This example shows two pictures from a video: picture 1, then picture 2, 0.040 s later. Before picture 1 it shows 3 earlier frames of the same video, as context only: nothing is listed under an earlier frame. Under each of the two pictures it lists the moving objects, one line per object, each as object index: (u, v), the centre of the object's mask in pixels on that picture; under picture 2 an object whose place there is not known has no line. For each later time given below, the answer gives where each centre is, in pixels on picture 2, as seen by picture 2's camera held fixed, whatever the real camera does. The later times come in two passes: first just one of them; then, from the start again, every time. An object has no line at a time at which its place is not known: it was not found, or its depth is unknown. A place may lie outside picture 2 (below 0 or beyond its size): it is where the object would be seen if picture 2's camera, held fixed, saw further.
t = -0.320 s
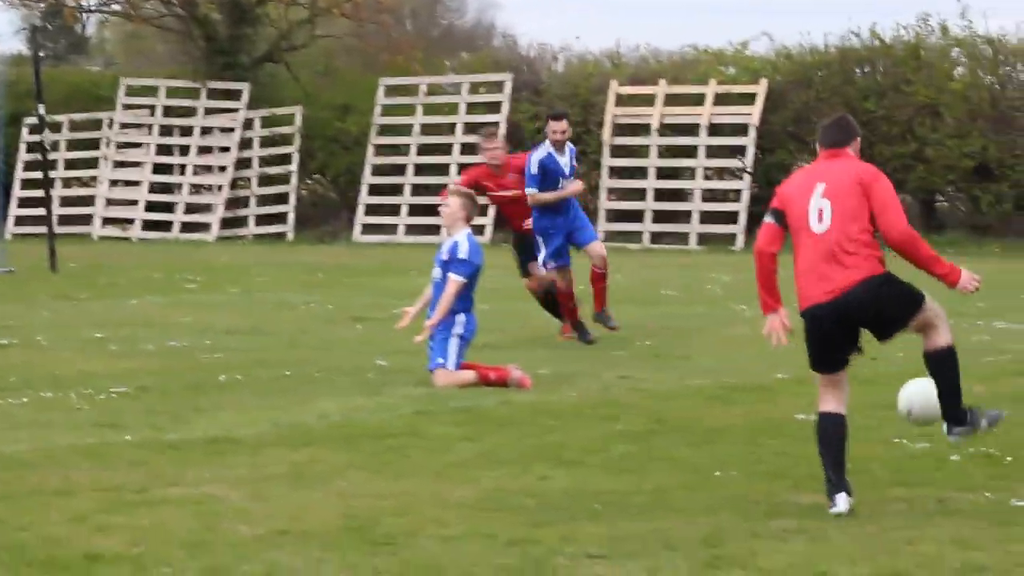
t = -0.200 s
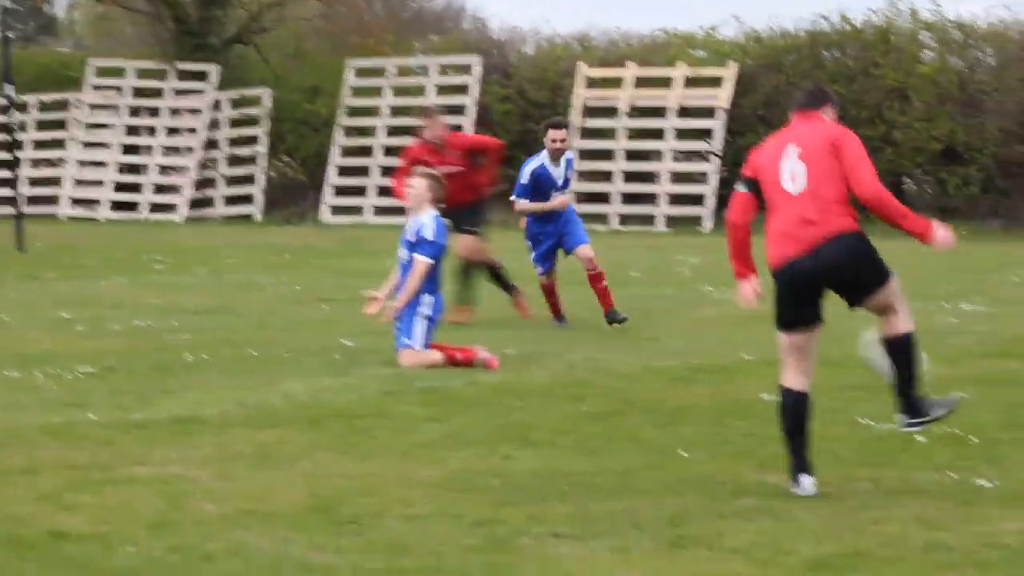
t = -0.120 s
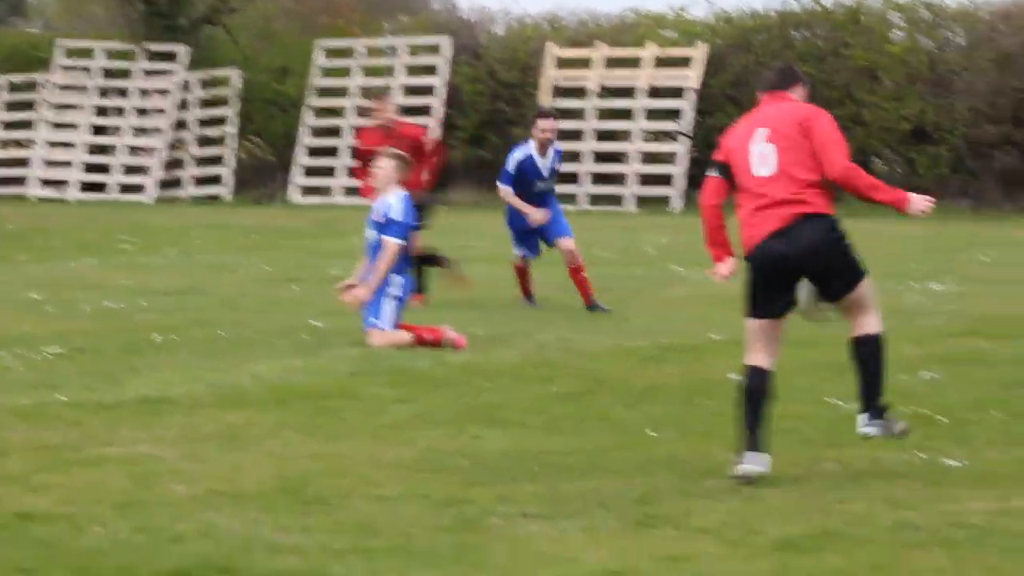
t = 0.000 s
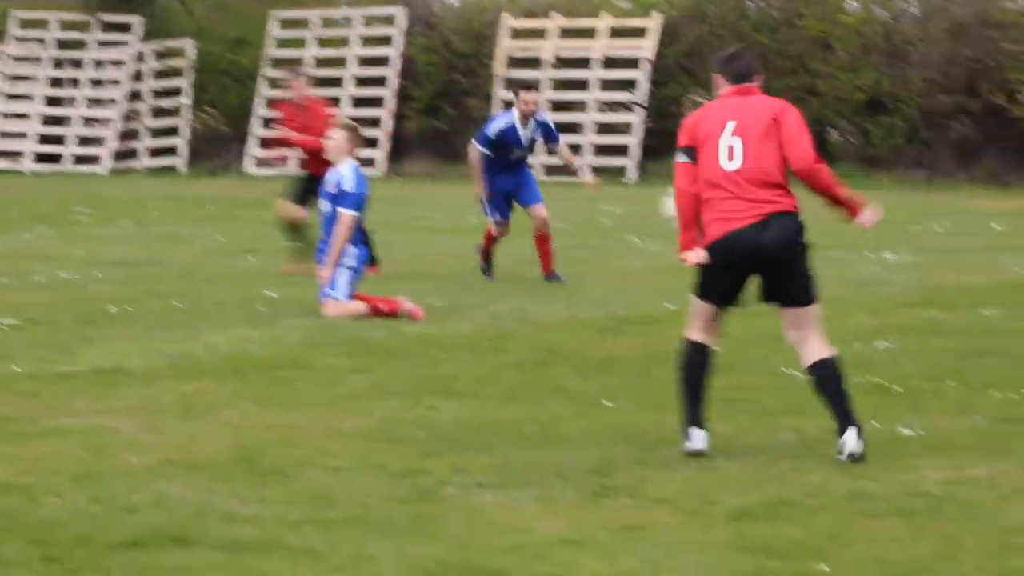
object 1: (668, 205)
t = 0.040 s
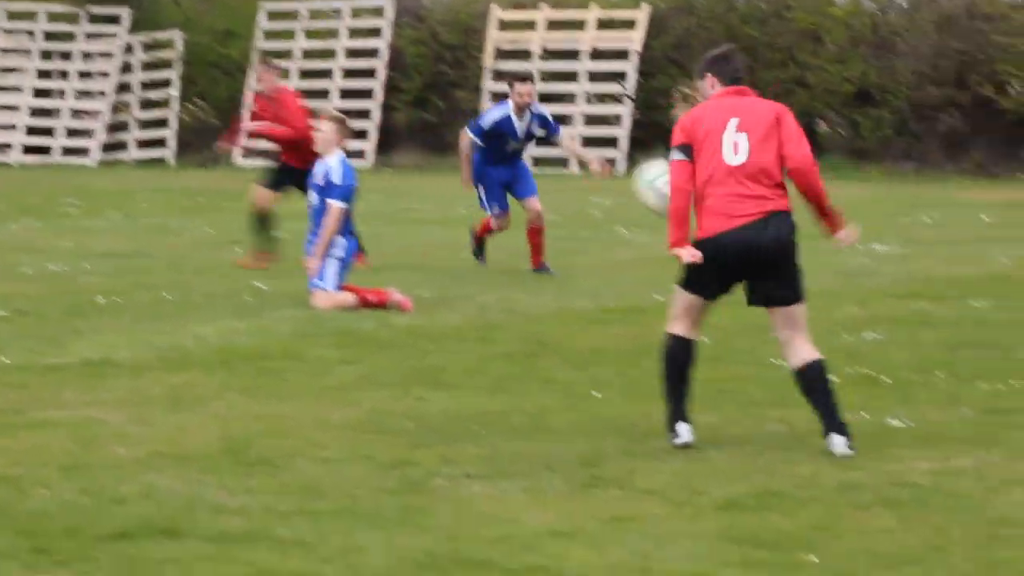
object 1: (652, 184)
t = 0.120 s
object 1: (624, 167)
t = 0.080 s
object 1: (642, 172)
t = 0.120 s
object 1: (624, 167)
